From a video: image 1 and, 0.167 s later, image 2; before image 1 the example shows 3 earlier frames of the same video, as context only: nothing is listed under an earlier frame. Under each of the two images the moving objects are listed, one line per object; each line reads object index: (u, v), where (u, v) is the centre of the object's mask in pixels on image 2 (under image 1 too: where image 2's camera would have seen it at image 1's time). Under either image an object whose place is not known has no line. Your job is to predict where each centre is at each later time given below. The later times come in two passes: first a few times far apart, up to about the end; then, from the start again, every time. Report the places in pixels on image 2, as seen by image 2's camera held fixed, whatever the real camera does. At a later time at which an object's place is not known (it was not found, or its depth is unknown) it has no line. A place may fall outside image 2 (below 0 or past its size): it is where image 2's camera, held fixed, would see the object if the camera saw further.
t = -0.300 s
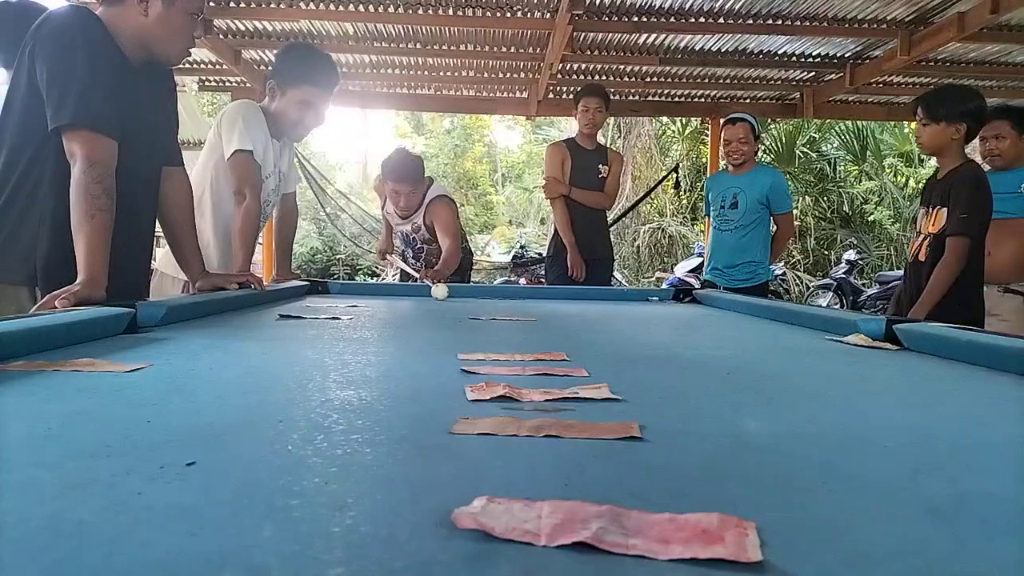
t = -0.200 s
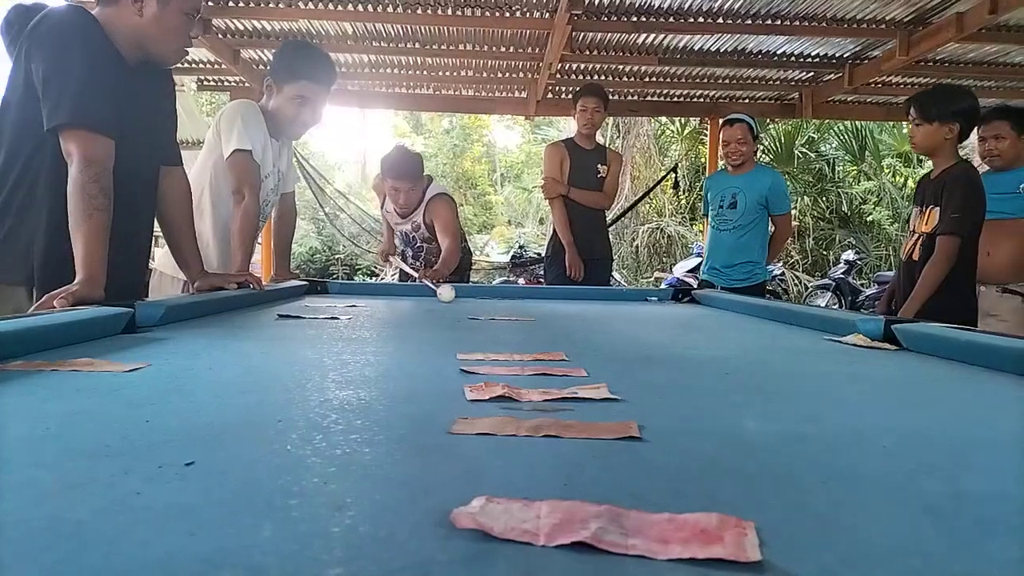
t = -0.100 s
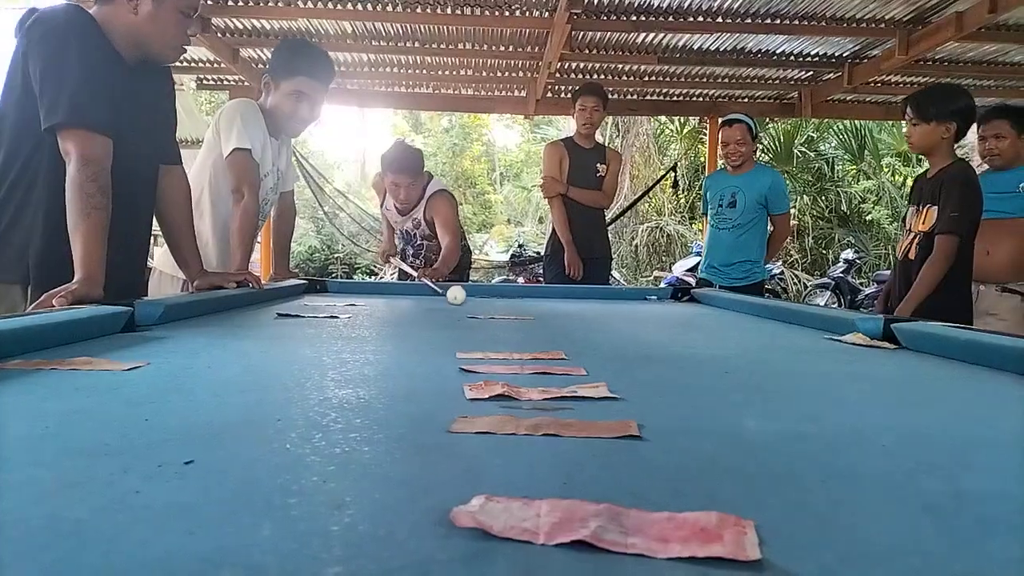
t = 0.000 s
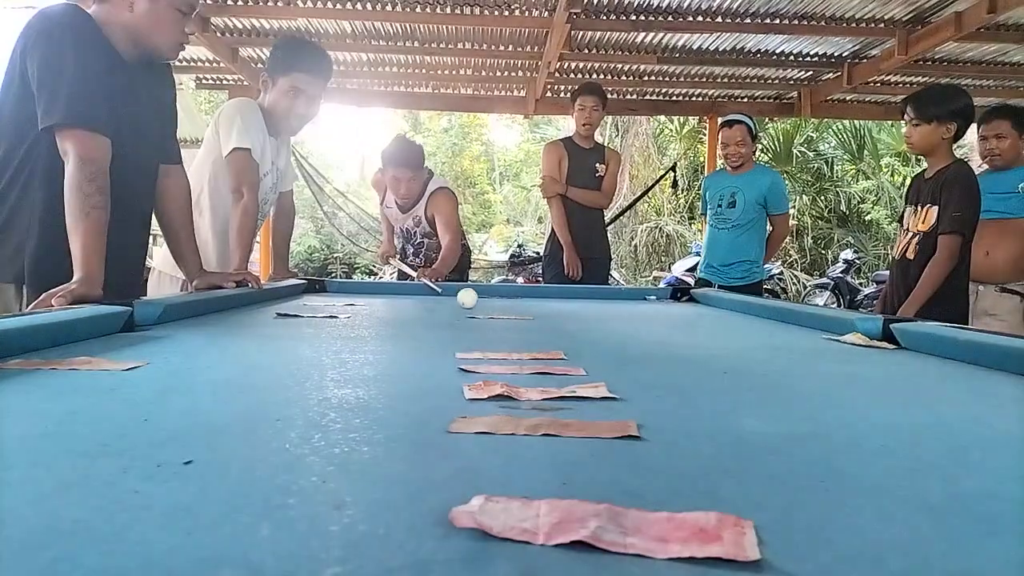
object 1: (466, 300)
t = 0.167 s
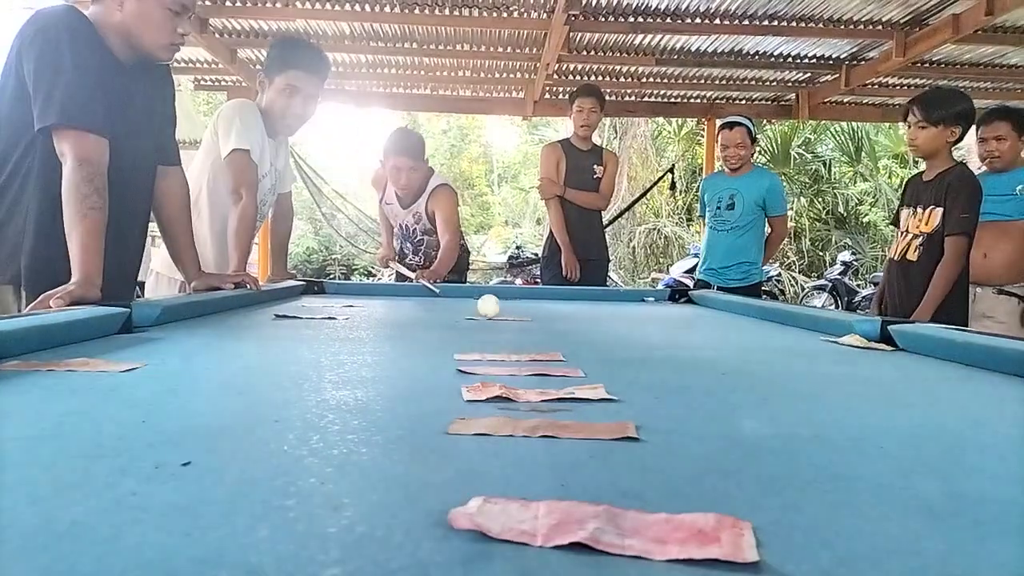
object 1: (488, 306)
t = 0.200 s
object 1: (493, 307)
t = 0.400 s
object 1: (531, 317)
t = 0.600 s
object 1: (582, 330)
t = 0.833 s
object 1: (672, 353)
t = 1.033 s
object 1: (805, 387)
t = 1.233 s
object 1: (1018, 443)
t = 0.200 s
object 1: (493, 307)
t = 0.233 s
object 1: (499, 309)
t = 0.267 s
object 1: (505, 310)
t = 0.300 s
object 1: (511, 312)
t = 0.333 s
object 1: (517, 313)
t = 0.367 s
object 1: (524, 315)
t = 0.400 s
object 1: (531, 317)
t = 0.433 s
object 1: (538, 319)
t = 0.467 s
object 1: (546, 321)
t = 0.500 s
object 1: (554, 323)
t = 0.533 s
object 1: (562, 325)
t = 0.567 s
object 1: (572, 328)
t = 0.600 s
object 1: (582, 330)
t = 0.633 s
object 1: (592, 333)
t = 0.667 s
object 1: (603, 335)
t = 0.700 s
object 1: (615, 338)
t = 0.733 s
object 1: (628, 342)
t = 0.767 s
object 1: (641, 345)
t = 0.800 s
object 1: (656, 349)
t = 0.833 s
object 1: (672, 353)
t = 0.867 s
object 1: (690, 358)
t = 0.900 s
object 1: (709, 363)
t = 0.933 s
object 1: (730, 368)
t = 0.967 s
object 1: (753, 374)
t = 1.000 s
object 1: (777, 380)
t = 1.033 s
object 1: (805, 387)
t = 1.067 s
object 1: (836, 394)
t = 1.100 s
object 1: (871, 403)
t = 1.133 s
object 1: (908, 412)
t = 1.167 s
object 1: (951, 423)
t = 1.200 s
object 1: (993, 434)
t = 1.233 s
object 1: (1018, 443)
